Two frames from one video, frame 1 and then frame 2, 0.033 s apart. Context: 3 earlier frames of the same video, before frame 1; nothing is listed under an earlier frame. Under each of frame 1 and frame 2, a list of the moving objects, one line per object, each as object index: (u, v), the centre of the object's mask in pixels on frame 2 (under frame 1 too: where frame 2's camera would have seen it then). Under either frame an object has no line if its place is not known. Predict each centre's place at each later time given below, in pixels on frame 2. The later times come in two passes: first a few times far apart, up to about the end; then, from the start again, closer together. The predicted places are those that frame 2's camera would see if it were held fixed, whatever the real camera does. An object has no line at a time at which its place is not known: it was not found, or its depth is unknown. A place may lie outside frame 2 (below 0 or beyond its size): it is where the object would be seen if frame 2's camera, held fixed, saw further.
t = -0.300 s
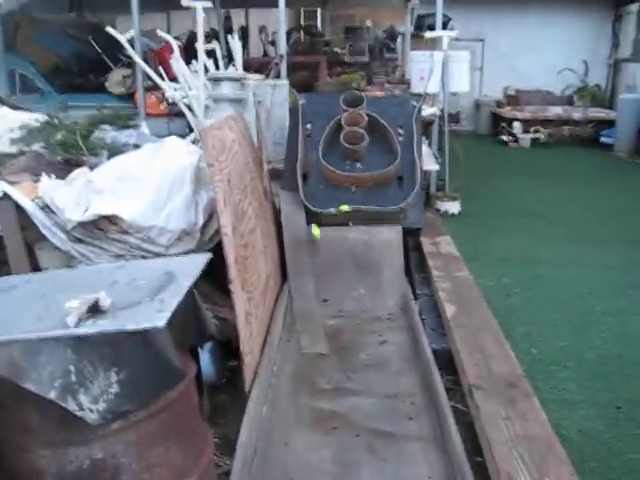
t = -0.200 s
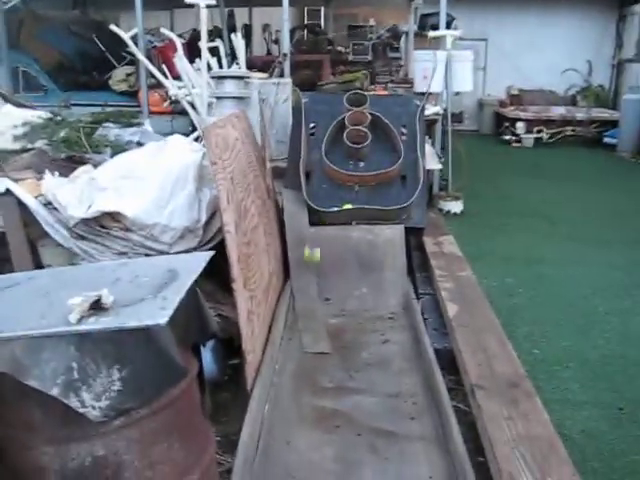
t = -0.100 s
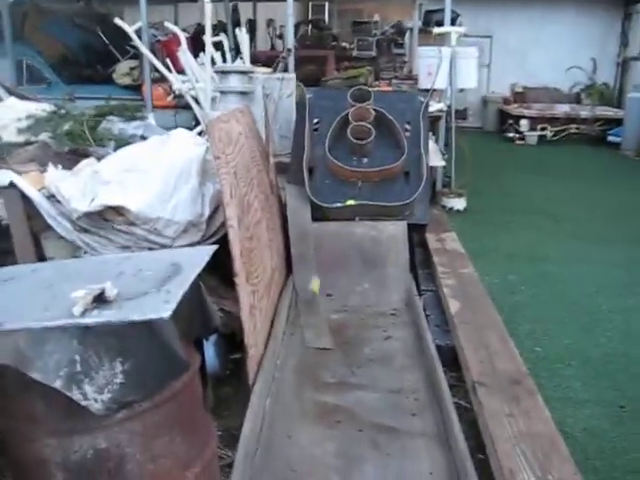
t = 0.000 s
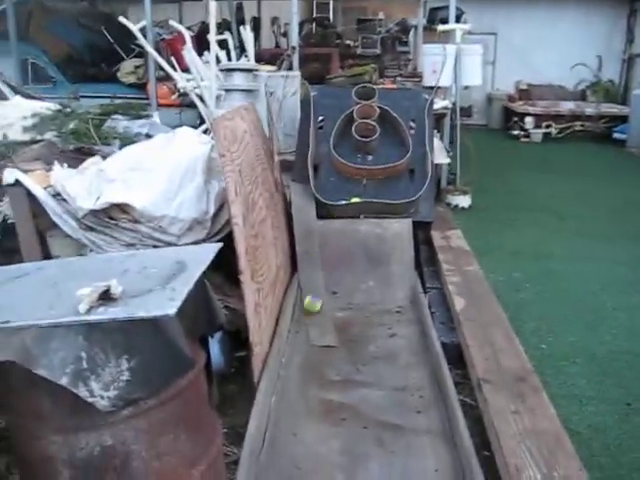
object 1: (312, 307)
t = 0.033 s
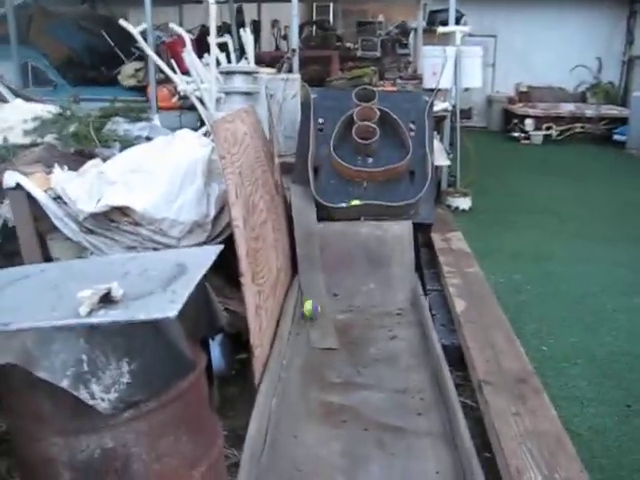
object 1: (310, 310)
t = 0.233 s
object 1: (302, 331)
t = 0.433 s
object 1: (300, 357)
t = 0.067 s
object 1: (310, 313)
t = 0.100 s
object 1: (309, 316)
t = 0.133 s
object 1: (307, 319)
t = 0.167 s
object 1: (305, 324)
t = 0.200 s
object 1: (303, 327)
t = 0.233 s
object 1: (302, 331)
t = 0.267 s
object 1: (302, 334)
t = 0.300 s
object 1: (301, 338)
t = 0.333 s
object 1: (300, 343)
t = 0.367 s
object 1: (299, 347)
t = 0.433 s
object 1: (300, 357)
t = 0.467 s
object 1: (300, 361)
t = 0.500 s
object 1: (301, 365)
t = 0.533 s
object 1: (301, 371)
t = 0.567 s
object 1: (302, 376)
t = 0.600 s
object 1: (303, 383)
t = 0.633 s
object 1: (308, 388)
